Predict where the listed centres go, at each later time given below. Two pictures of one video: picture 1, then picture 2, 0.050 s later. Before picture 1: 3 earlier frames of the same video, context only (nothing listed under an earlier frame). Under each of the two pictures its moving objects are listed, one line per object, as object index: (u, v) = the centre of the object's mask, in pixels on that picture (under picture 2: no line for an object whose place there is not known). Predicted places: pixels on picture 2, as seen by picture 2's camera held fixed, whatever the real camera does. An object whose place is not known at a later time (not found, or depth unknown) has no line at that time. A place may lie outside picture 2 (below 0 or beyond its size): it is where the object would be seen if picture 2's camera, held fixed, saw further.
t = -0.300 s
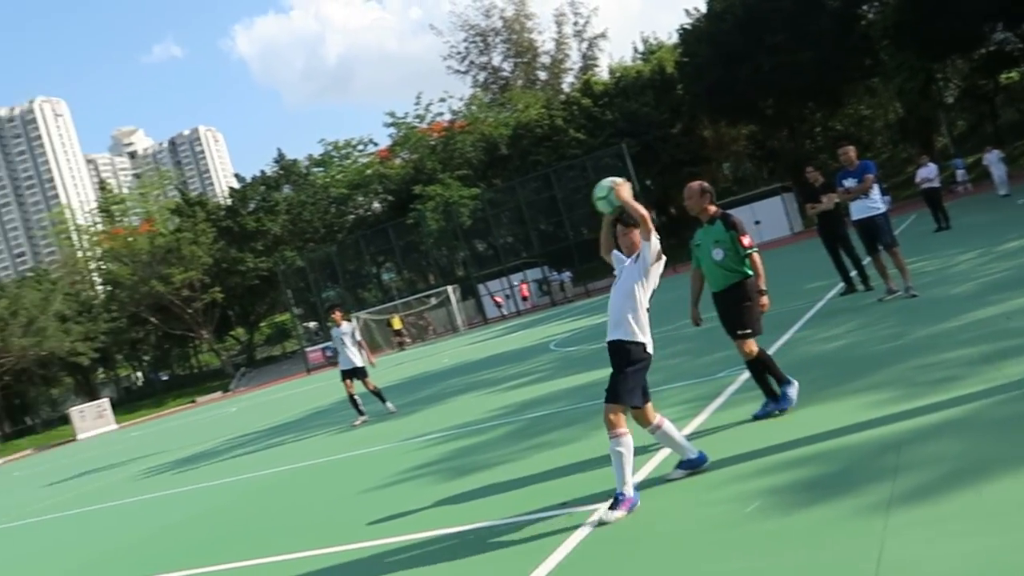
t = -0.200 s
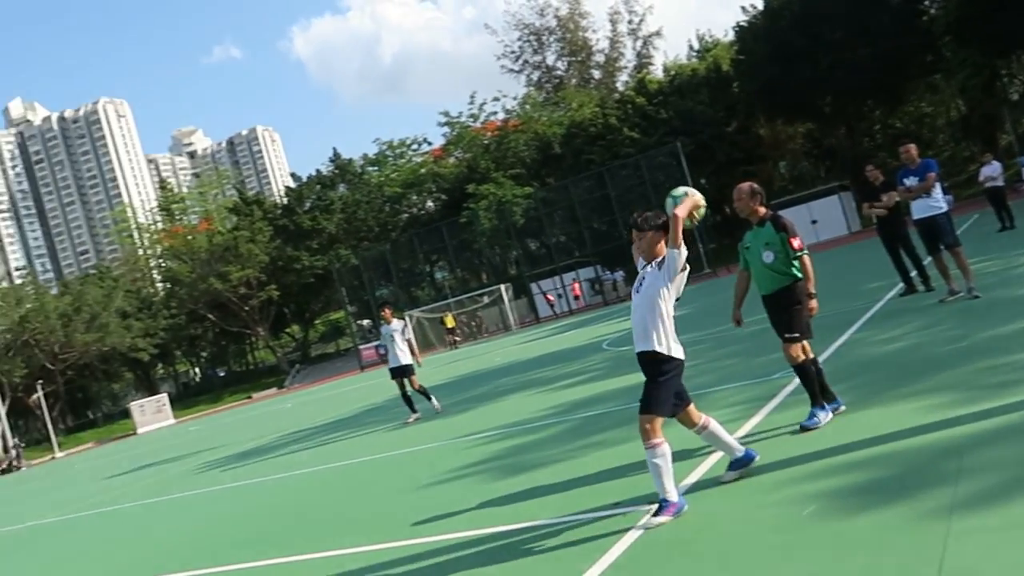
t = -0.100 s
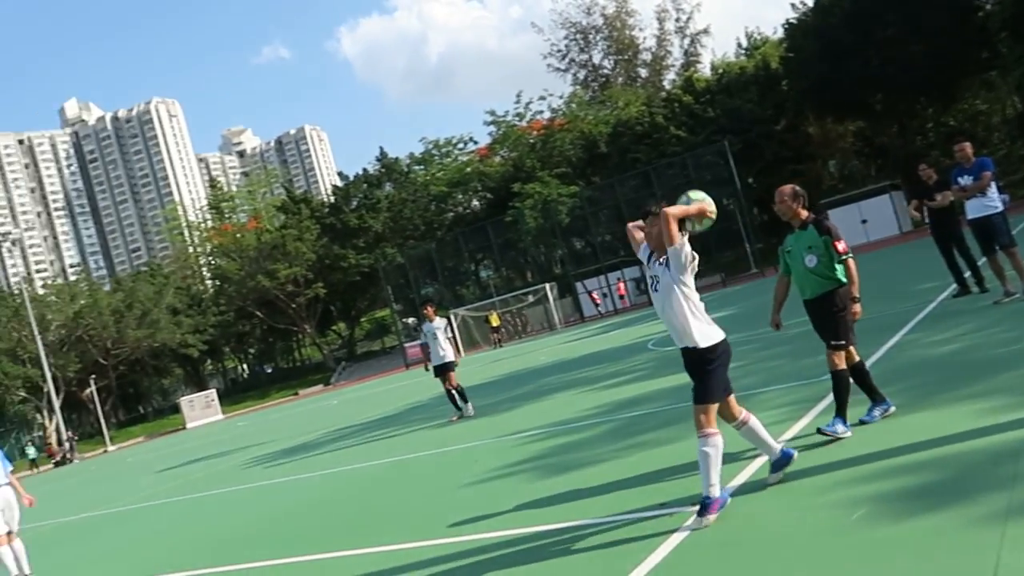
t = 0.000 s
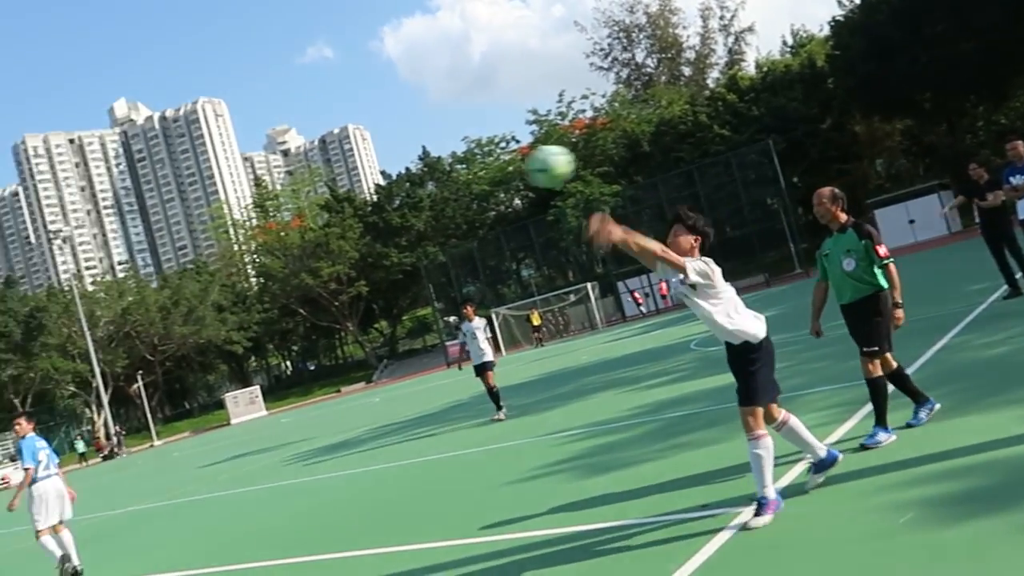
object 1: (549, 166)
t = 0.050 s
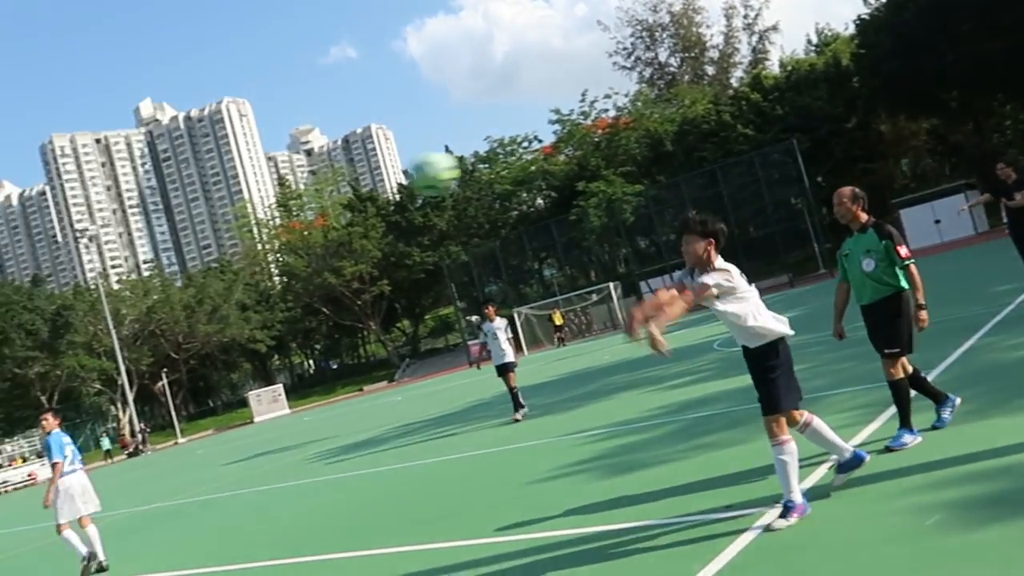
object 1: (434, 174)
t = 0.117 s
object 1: (222, 193)
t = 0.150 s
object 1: (110, 207)
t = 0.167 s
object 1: (49, 215)
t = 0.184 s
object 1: (-10, 225)
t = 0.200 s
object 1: (-79, 237)
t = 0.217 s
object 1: (-140, 248)
